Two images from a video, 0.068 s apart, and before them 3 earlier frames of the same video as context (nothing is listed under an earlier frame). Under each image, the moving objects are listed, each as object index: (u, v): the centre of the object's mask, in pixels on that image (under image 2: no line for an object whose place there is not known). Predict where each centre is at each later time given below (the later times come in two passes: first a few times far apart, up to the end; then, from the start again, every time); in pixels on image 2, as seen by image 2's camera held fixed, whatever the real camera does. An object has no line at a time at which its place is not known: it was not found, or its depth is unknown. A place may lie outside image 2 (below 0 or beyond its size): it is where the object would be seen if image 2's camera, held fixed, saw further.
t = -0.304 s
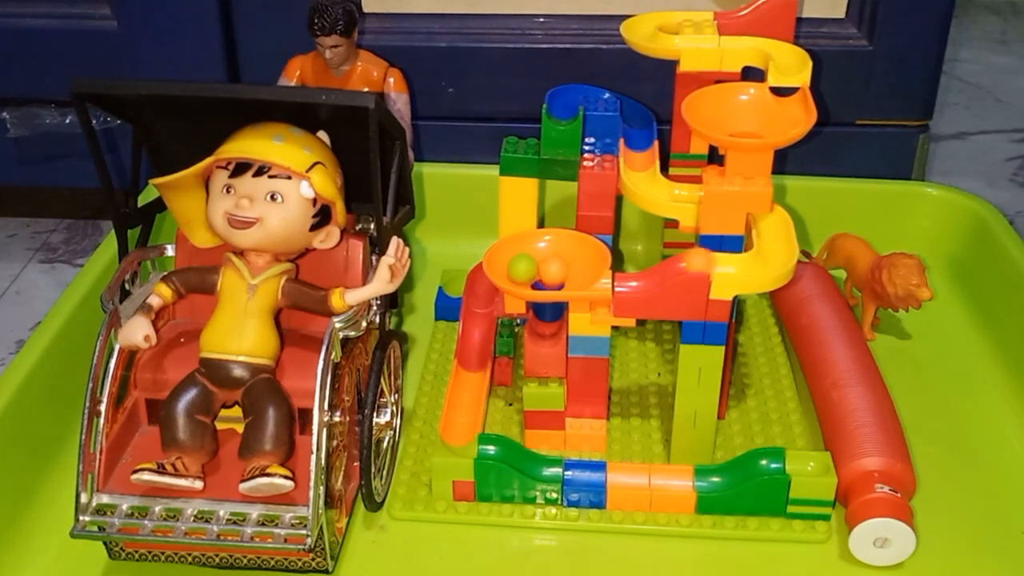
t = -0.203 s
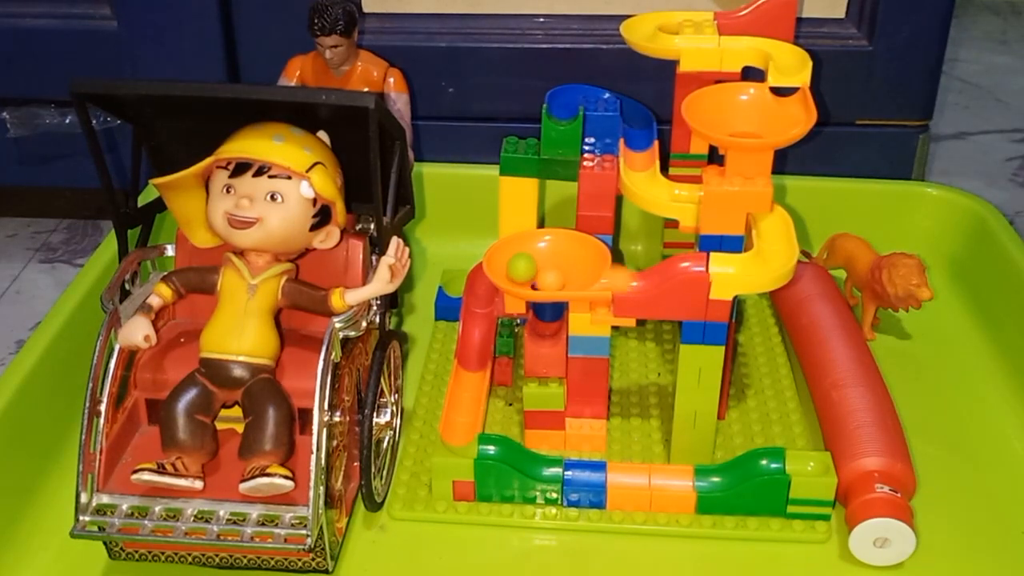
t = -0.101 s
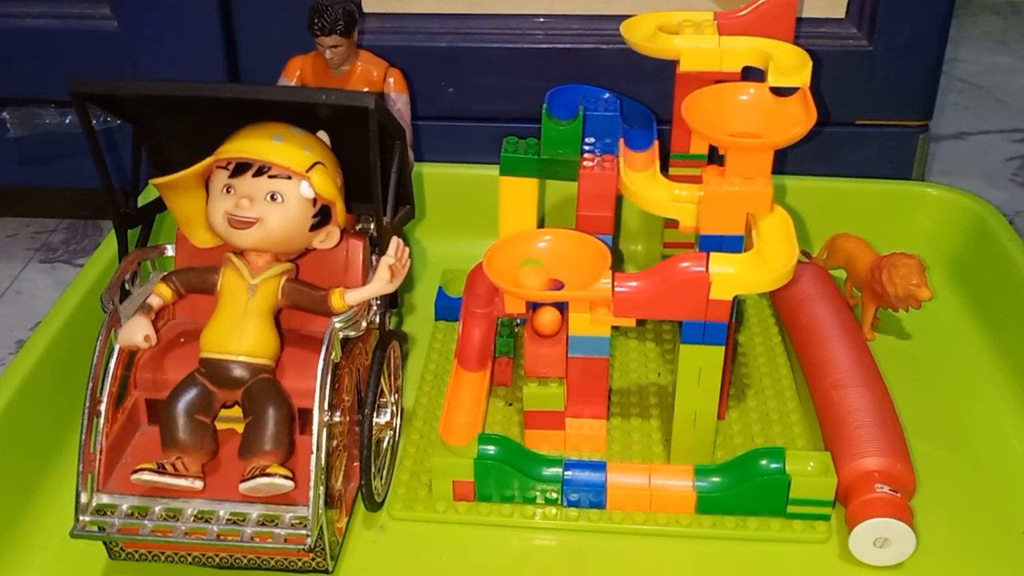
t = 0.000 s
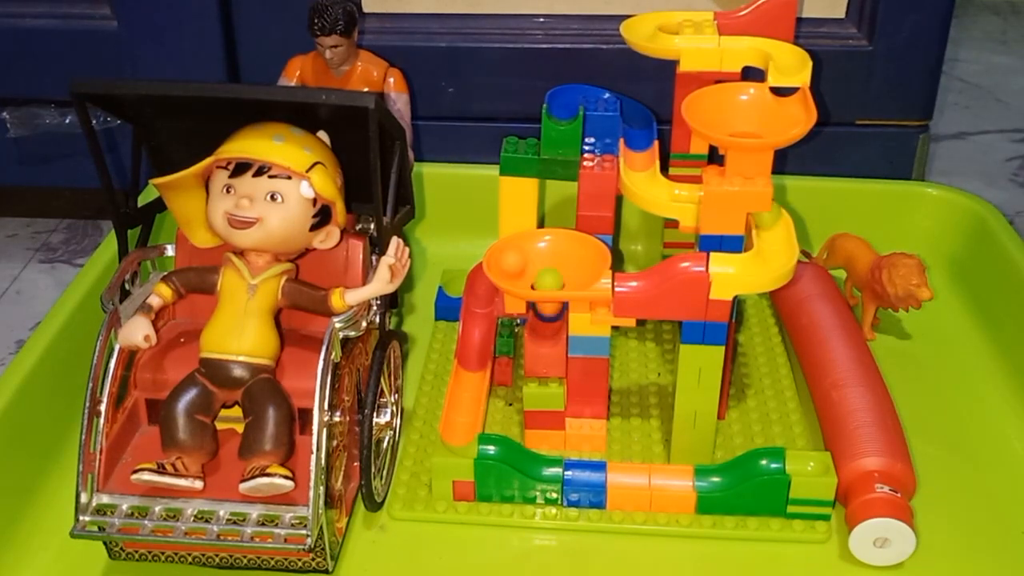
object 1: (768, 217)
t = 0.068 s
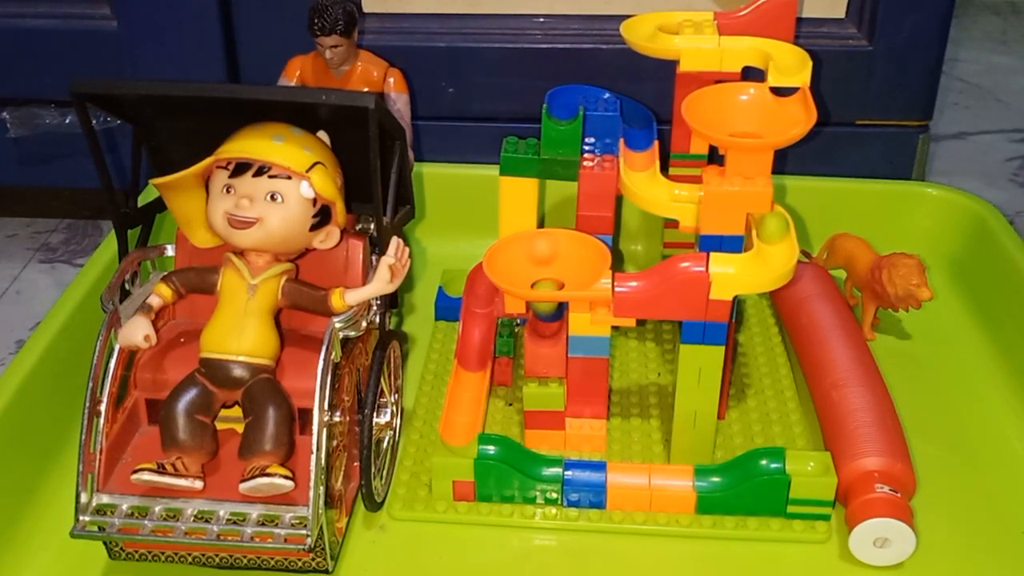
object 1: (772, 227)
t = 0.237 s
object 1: (752, 263)
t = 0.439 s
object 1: (627, 281)
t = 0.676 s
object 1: (535, 247)
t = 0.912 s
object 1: (517, 273)
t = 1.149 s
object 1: (578, 268)
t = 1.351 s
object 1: (510, 259)
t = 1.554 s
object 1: (570, 275)
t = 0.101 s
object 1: (774, 235)
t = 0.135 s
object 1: (776, 245)
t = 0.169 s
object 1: (775, 253)
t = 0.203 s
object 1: (766, 259)
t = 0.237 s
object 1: (752, 263)
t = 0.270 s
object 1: (733, 263)
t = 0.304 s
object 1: (715, 261)
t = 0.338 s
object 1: (698, 260)
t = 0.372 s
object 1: (681, 263)
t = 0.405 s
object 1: (658, 272)
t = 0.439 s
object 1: (627, 281)
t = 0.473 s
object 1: (598, 274)
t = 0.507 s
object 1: (567, 278)
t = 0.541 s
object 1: (537, 279)
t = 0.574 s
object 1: (505, 267)
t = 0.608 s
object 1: (502, 250)
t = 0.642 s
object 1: (513, 247)
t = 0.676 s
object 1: (535, 247)
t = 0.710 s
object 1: (558, 252)
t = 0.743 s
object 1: (577, 257)
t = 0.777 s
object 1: (584, 265)
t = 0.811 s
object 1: (578, 274)
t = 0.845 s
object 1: (559, 279)
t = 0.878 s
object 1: (538, 279)
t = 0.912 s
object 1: (517, 273)
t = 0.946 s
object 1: (505, 265)
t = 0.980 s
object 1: (507, 254)
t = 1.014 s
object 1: (520, 249)
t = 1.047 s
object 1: (539, 250)
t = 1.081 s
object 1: (559, 253)
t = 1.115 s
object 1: (573, 260)
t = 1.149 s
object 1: (578, 268)
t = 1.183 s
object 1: (572, 276)
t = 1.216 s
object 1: (556, 279)
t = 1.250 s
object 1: (538, 279)
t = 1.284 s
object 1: (521, 275)
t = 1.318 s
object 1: (510, 268)
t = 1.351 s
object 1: (510, 259)
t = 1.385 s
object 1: (519, 253)
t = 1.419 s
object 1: (535, 251)
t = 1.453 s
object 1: (553, 252)
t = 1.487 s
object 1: (567, 259)
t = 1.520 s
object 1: (573, 267)
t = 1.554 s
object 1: (570, 275)
